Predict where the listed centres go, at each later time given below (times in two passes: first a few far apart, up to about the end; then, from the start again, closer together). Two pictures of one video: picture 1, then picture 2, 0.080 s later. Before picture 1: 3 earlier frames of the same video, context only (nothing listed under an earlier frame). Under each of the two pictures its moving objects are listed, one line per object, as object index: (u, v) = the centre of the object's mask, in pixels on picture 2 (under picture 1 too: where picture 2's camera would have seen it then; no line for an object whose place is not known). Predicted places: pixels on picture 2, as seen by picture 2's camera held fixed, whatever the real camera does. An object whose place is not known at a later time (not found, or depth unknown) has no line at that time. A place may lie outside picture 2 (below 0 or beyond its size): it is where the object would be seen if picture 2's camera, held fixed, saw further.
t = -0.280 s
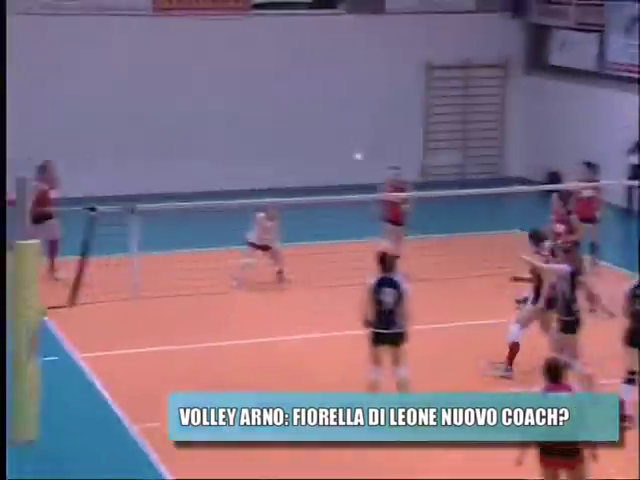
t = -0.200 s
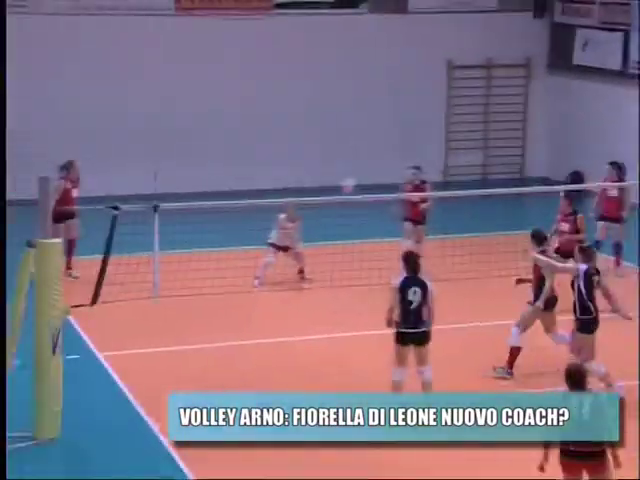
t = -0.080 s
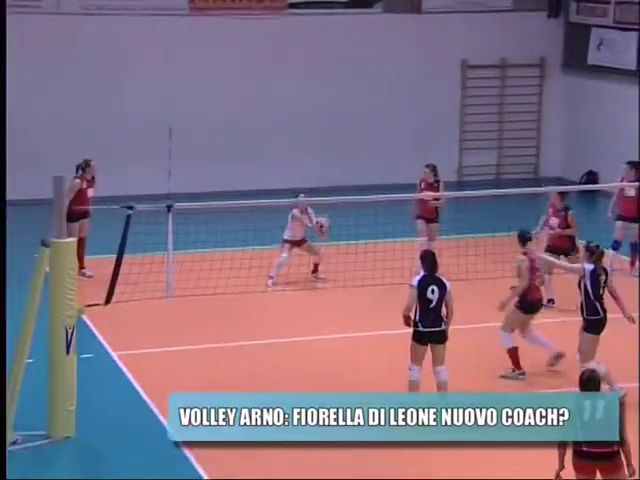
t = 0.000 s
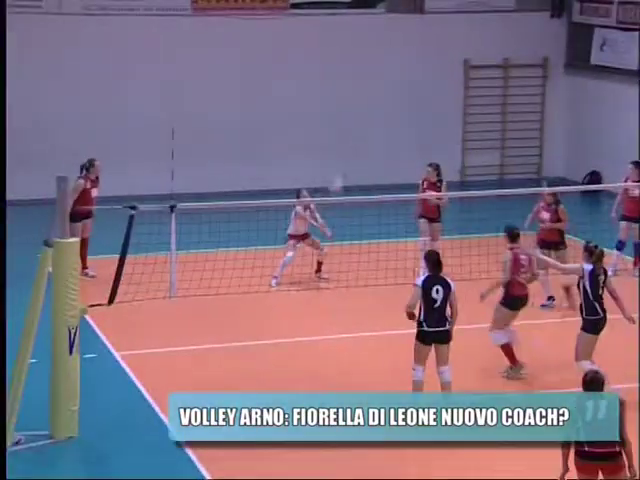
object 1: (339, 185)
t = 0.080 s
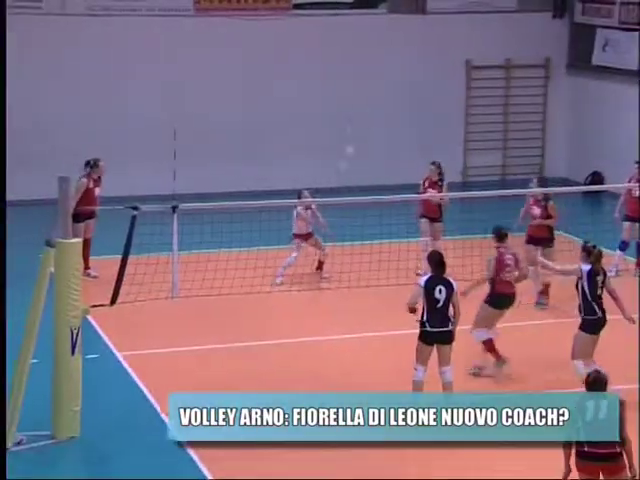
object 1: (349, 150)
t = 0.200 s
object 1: (366, 102)
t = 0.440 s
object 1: (400, 45)
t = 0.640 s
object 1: (434, 24)
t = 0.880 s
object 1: (471, 40)
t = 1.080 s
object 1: (502, 90)
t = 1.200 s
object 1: (522, 136)
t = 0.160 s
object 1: (360, 120)
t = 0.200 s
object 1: (366, 102)
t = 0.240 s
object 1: (370, 94)
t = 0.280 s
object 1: (380, 81)
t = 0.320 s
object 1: (384, 70)
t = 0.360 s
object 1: (390, 58)
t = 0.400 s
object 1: (397, 51)
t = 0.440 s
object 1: (400, 45)
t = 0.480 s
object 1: (408, 38)
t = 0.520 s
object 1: (414, 32)
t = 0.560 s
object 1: (419, 29)
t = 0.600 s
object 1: (426, 26)
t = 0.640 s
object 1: (434, 24)
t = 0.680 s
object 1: (439, 24)
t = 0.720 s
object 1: (446, 23)
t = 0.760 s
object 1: (451, 27)
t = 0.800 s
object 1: (457, 30)
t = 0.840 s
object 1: (465, 34)
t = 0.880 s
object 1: (471, 40)
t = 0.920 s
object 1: (476, 47)
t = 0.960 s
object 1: (484, 56)
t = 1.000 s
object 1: (488, 66)
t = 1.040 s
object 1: (496, 78)
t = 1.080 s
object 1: (502, 90)
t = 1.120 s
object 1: (509, 103)
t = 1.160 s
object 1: (515, 118)
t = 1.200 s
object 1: (522, 136)
